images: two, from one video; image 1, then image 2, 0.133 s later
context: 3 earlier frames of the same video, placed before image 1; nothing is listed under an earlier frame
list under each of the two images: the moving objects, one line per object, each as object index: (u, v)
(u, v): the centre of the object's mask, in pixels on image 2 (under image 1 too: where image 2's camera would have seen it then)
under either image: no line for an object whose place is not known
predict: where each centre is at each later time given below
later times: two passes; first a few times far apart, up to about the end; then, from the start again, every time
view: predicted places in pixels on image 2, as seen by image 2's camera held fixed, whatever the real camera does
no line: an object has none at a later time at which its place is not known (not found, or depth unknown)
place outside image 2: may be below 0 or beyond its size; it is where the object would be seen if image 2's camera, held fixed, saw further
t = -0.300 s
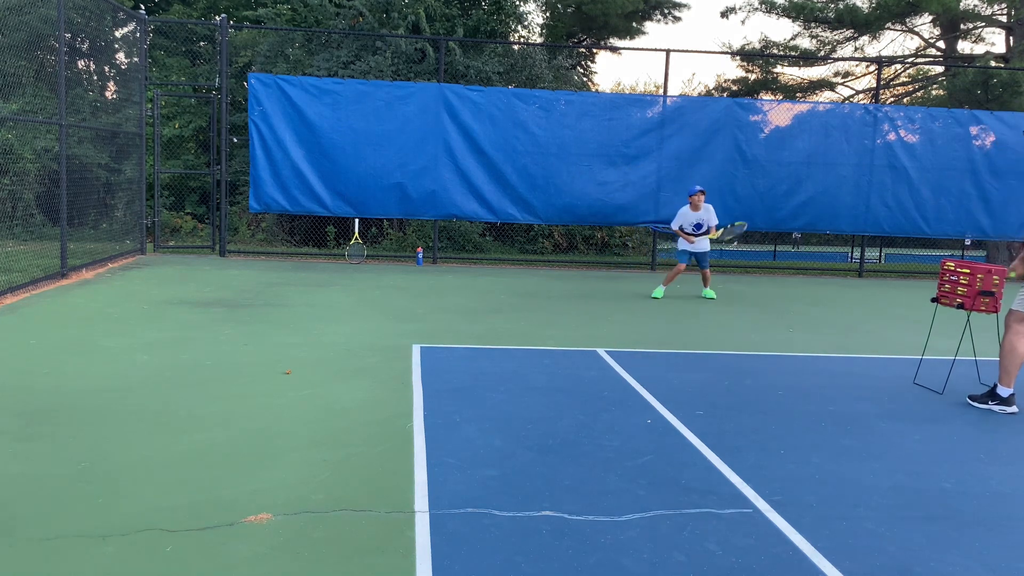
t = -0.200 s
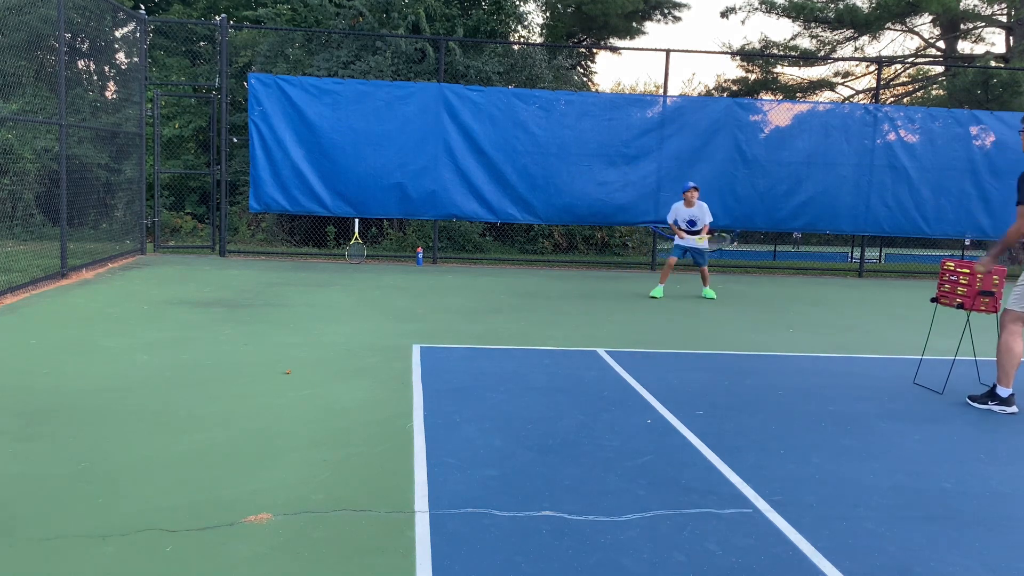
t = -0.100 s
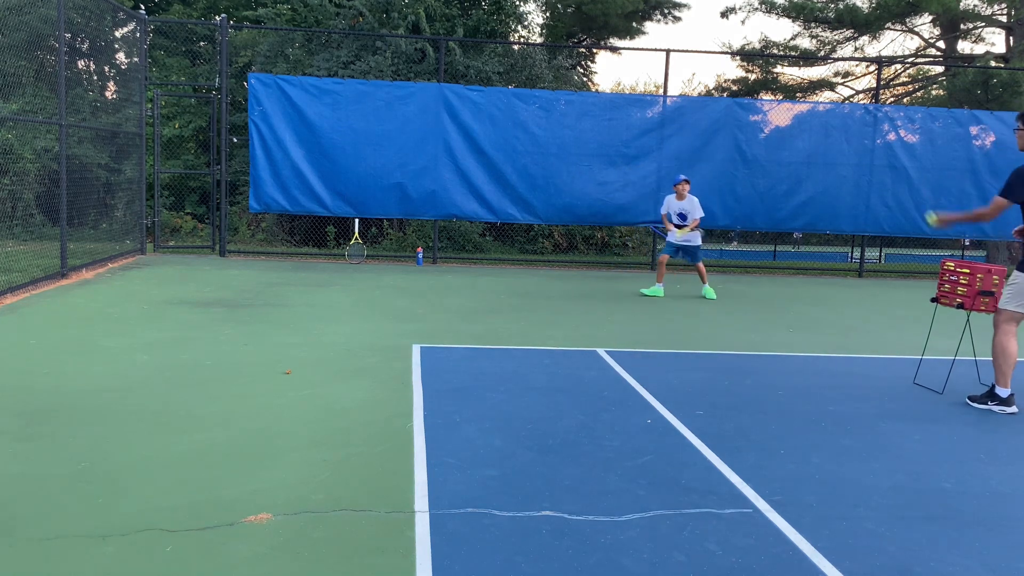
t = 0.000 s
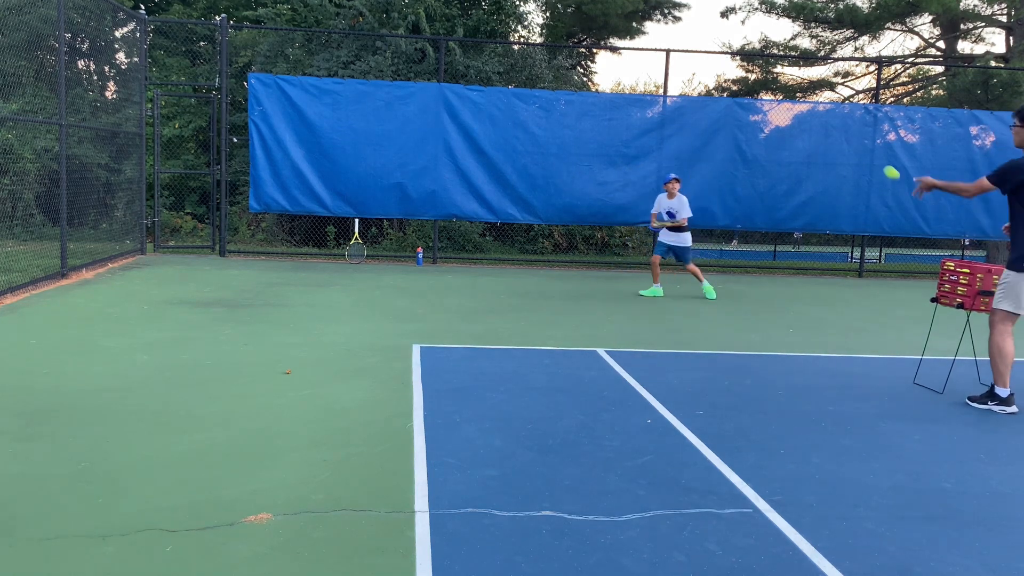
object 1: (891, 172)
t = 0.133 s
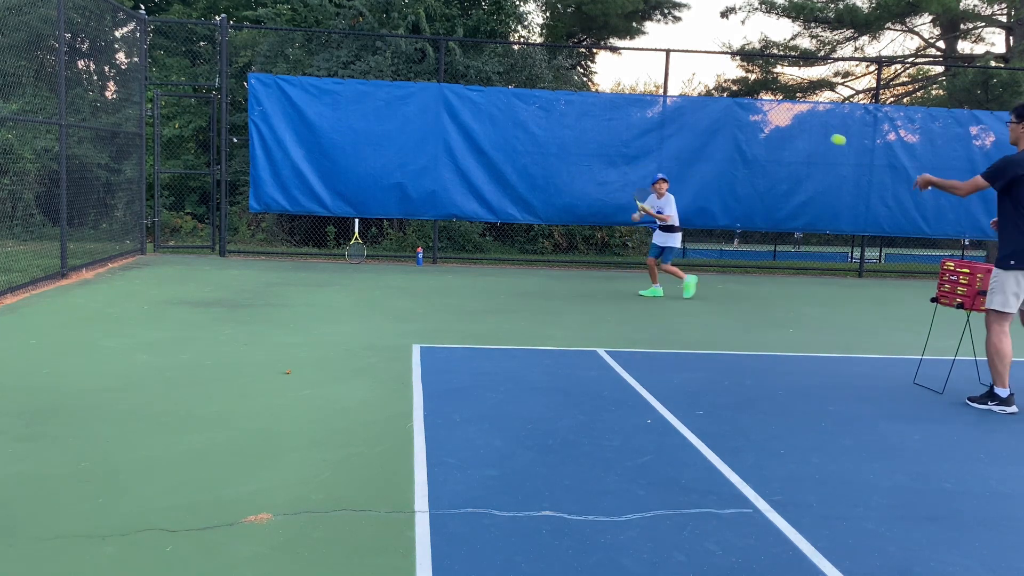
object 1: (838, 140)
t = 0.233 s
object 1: (800, 133)
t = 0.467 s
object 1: (718, 173)
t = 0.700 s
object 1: (646, 271)
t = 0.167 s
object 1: (825, 136)
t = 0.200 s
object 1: (813, 134)
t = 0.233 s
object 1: (800, 133)
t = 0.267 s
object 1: (788, 135)
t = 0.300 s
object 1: (776, 137)
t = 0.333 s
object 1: (764, 142)
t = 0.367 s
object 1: (752, 147)
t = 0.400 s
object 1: (741, 154)
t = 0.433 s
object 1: (729, 163)
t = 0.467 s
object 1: (718, 173)
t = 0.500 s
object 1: (707, 184)
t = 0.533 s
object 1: (696, 196)
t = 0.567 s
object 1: (686, 209)
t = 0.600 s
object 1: (675, 223)
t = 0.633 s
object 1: (665, 238)
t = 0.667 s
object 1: (655, 254)
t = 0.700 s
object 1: (646, 271)
